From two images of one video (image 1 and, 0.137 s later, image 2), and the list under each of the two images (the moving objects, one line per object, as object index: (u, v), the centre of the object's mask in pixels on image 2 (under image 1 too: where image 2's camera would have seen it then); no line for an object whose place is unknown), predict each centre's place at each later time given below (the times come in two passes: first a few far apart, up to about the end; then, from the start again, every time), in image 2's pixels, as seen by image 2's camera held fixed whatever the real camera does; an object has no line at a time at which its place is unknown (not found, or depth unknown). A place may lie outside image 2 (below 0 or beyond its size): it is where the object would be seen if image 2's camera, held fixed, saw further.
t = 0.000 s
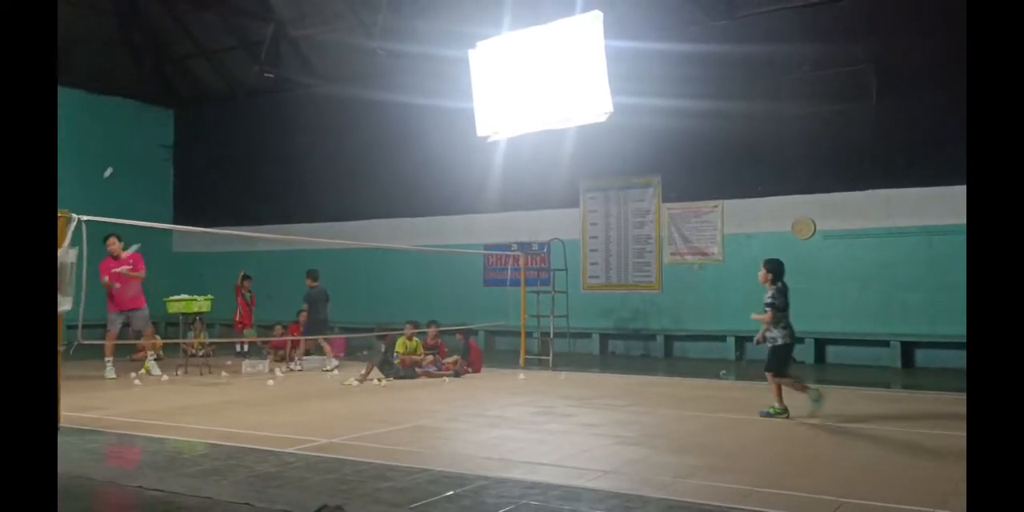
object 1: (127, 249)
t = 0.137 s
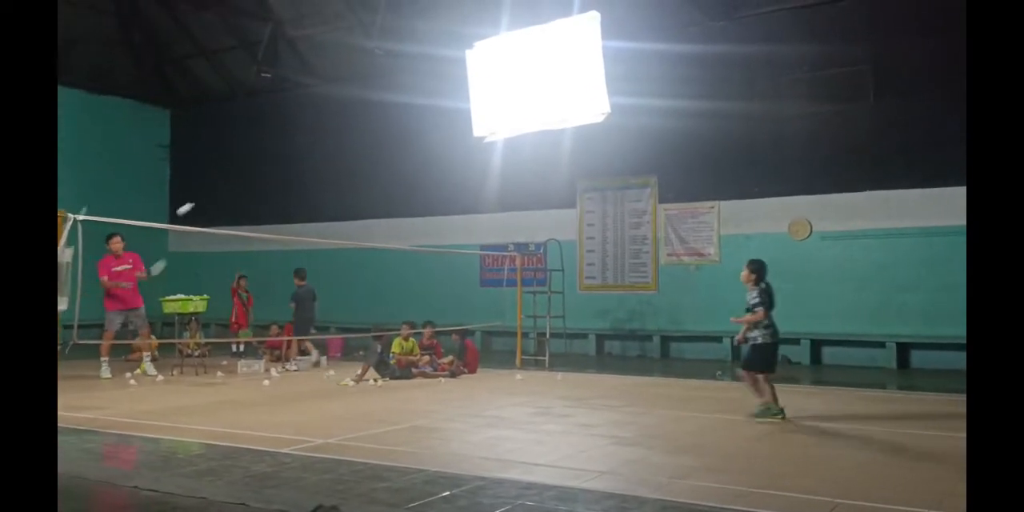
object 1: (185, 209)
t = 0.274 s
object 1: (236, 188)
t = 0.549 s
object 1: (324, 206)
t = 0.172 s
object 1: (199, 202)
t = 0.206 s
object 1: (212, 196)
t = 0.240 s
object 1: (224, 192)
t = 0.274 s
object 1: (236, 188)
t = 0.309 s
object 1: (247, 187)
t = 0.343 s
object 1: (259, 186)
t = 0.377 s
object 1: (270, 187)
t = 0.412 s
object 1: (281, 188)
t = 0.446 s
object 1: (292, 190)
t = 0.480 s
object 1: (303, 195)
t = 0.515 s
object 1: (314, 200)
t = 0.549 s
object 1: (324, 206)
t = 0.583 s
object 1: (333, 214)
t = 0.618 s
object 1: (343, 223)
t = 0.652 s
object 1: (353, 233)
